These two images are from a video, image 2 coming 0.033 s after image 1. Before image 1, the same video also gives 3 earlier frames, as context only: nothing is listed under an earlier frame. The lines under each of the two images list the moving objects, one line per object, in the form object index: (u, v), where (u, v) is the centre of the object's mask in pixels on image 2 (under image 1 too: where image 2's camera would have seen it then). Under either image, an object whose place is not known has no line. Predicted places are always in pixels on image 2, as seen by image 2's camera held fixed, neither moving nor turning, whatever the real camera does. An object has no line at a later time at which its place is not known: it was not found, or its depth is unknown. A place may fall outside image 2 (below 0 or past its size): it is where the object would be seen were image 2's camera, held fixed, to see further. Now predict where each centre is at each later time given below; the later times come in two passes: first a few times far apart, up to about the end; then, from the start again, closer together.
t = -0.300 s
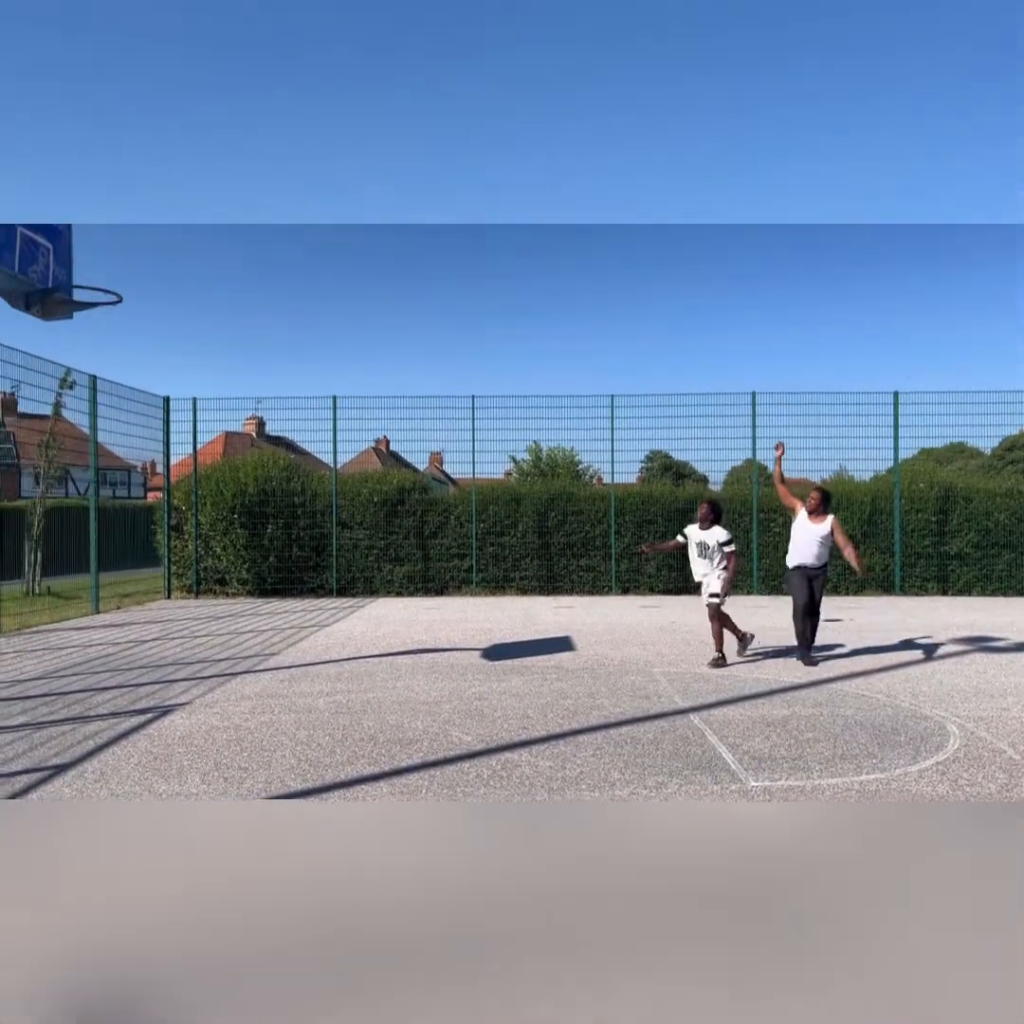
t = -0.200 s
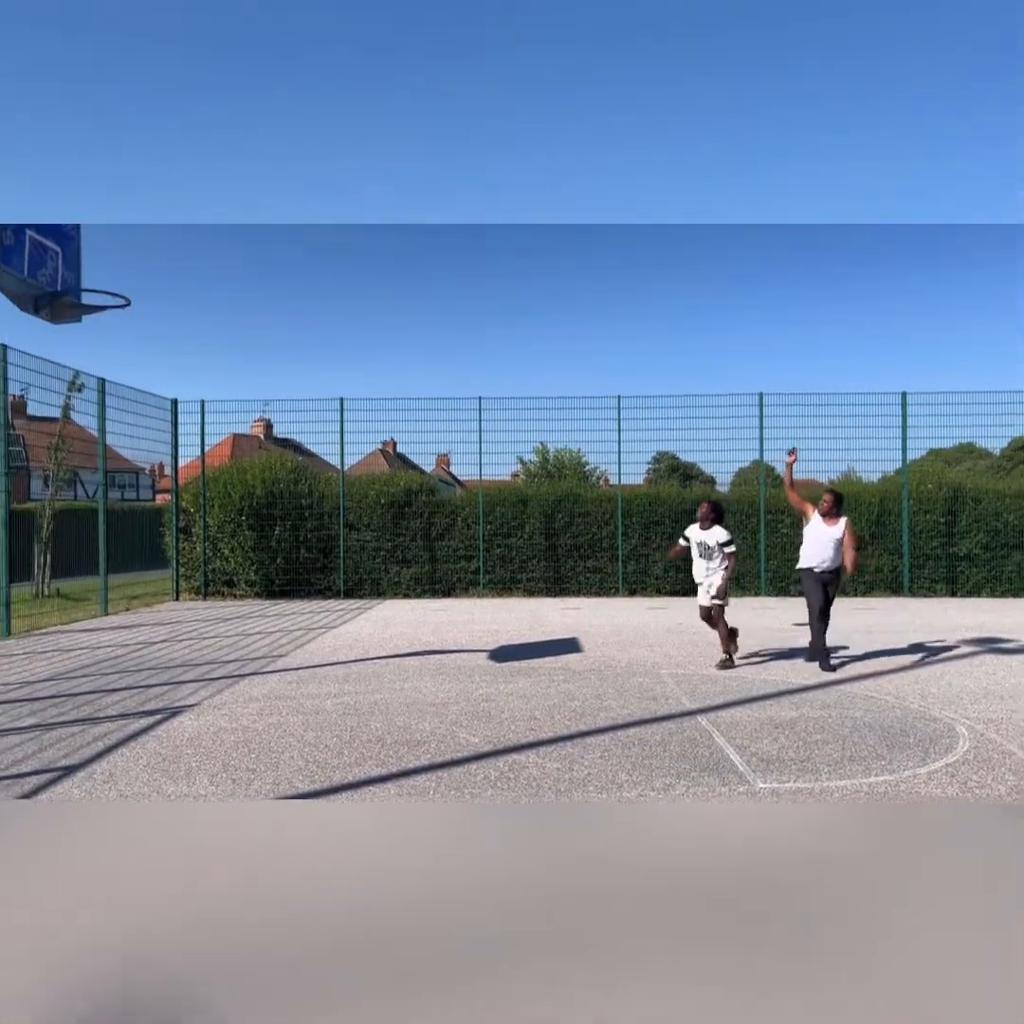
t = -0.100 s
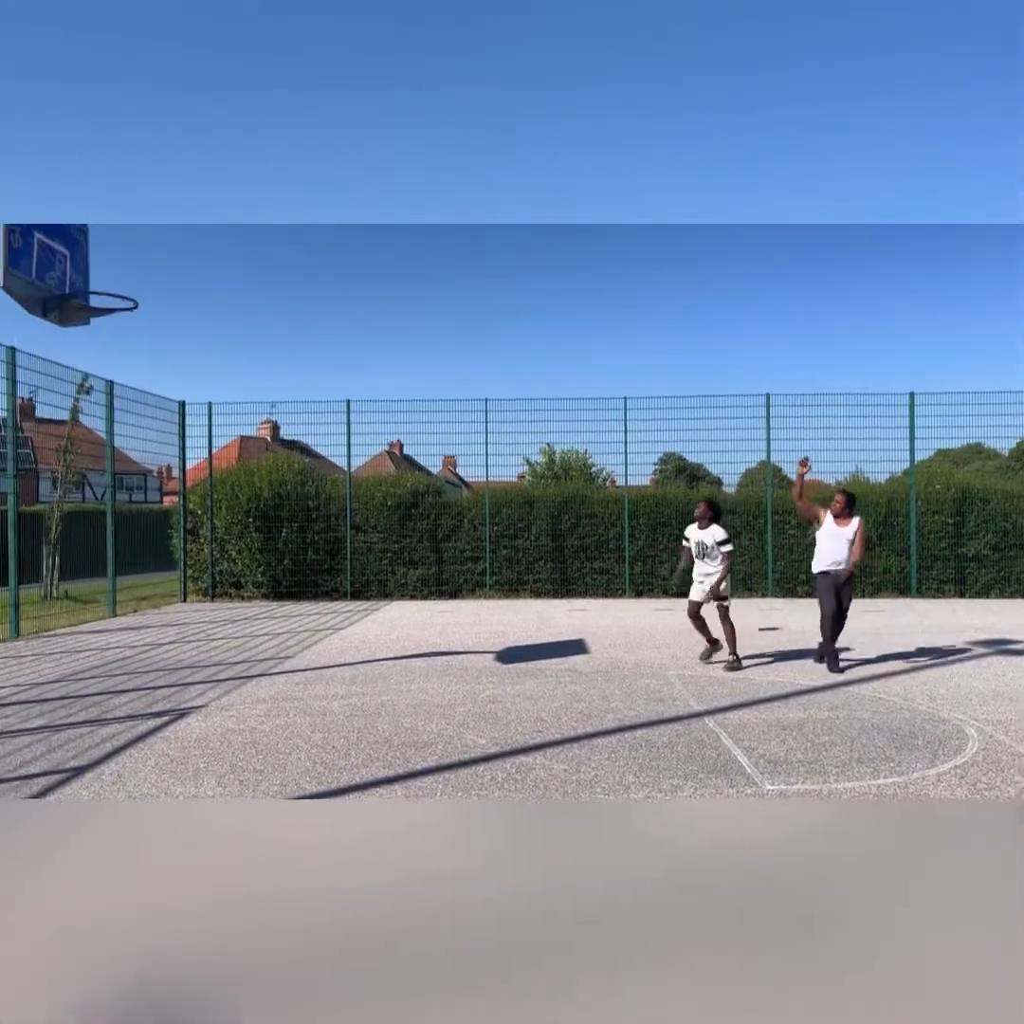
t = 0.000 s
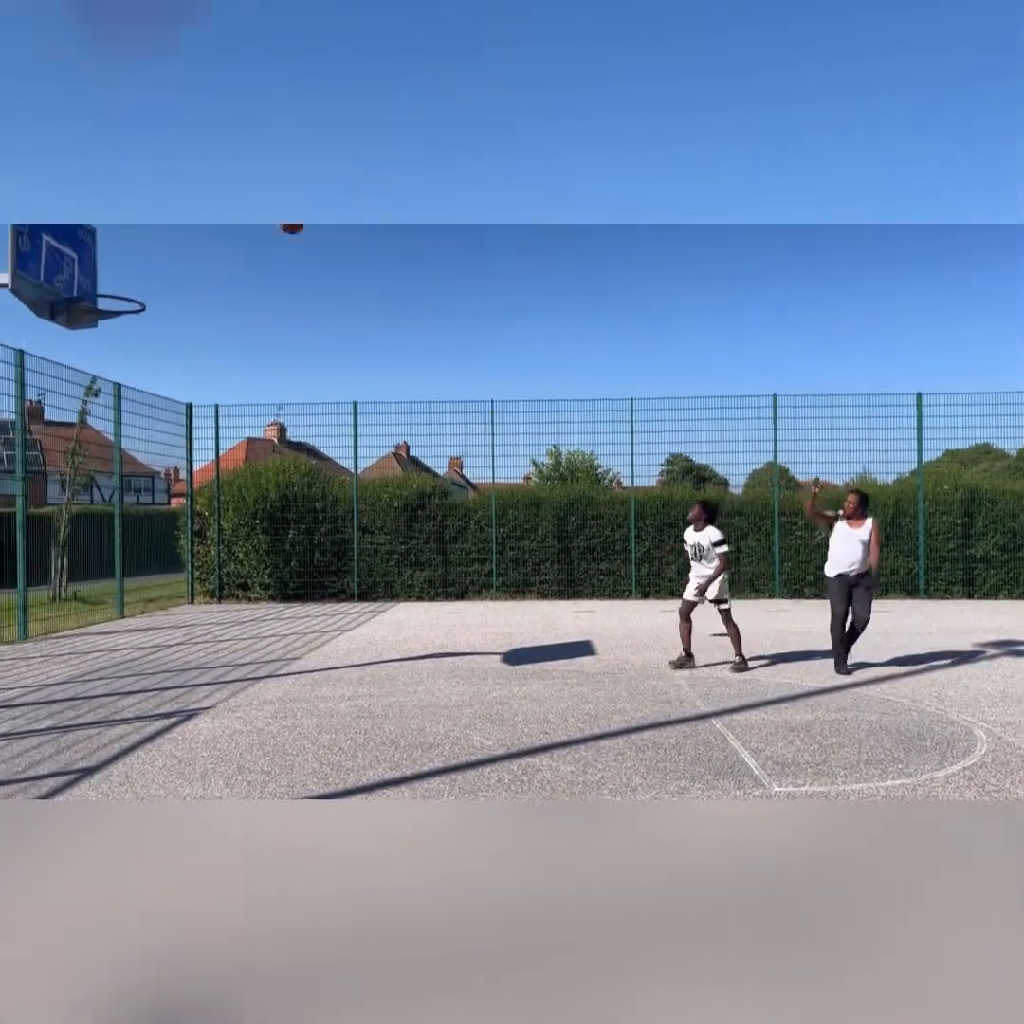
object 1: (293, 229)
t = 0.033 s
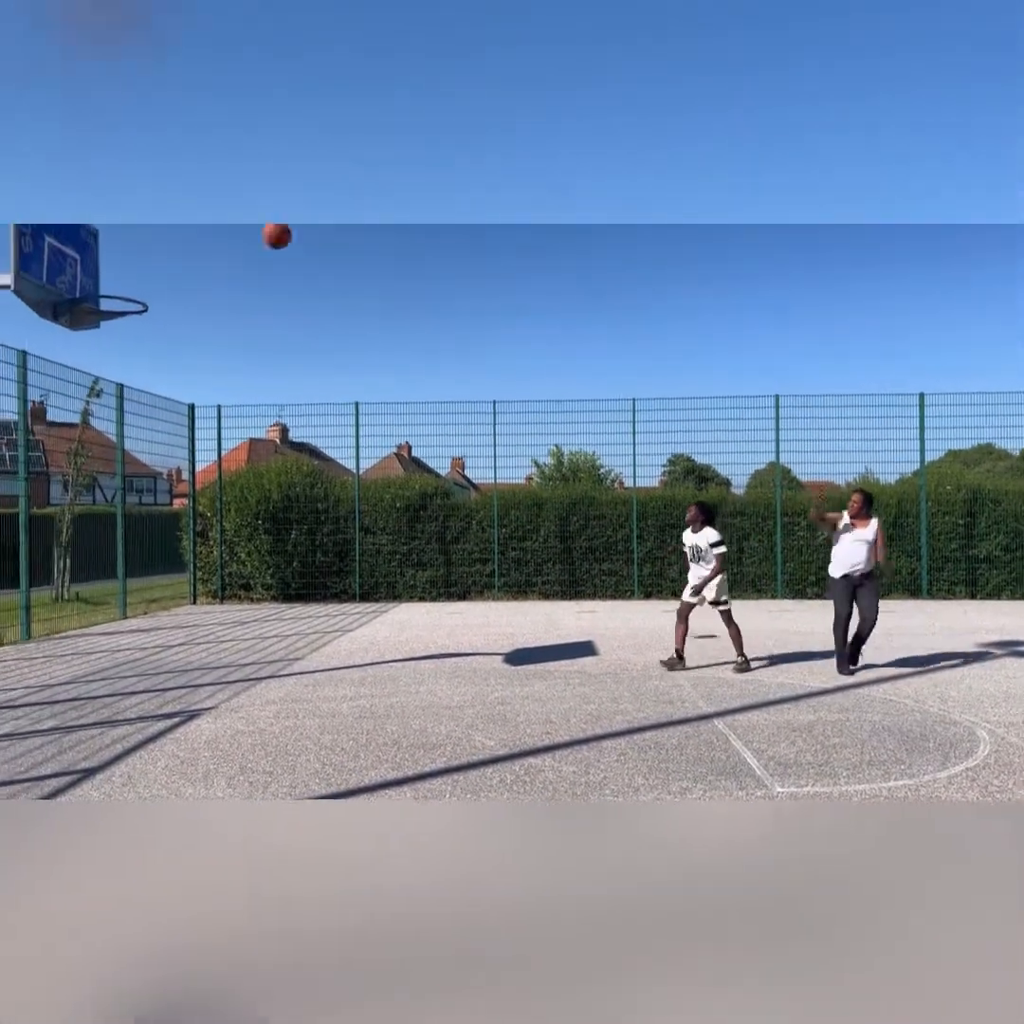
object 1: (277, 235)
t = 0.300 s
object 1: (140, 400)
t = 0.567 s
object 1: (-16, 666)
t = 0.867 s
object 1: (-36, 515)
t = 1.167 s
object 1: (-10, 440)
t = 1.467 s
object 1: (17, 472)
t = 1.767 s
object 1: (45, 596)
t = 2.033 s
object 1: (38, 605)
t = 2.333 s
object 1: (1, 526)
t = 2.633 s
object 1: (-34, 543)
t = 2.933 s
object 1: (-60, 655)
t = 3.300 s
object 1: (-94, 569)
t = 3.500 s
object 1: (-98, 564)
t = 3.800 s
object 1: (-102, 634)
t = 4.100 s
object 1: (-111, 606)
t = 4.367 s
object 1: (-115, 590)
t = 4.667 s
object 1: (-120, 659)
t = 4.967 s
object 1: (-101, 627)
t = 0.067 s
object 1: (260, 250)
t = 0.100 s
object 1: (243, 267)
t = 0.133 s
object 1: (227, 285)
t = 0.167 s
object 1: (210, 306)
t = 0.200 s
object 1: (192, 328)
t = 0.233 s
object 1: (175, 350)
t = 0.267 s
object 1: (157, 374)
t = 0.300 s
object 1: (140, 400)
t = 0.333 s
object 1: (121, 427)
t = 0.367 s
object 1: (101, 457)
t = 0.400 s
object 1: (83, 487)
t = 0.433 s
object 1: (64, 520)
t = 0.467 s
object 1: (44, 553)
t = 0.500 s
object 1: (26, 588)
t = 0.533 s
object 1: (5, 627)
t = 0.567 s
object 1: (-16, 666)
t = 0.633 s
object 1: (-31, 669)
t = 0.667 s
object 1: (-35, 639)
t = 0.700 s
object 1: (-38, 610)
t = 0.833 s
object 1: (-39, 530)
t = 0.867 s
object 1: (-36, 515)
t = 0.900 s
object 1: (-35, 500)
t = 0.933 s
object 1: (-33, 487)
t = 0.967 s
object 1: (-31, 476)
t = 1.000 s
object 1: (-27, 465)
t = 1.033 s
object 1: (-23, 460)
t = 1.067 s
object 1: (-19, 452)
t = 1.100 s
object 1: (-16, 446)
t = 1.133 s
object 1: (-12, 444)
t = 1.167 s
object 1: (-10, 440)
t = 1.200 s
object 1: (-7, 439)
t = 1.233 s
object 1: (-6, 439)
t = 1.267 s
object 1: (1, 440)
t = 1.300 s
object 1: (3, 442)
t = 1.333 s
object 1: (5, 446)
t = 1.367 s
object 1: (9, 450)
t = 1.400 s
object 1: (12, 457)
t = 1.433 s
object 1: (14, 464)
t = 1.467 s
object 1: (17, 472)
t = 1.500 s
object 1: (19, 481)
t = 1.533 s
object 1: (22, 492)
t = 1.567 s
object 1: (28, 504)
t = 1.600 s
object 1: (31, 517)
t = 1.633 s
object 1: (32, 529)
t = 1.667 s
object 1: (34, 545)
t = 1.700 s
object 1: (37, 560)
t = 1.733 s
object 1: (42, 578)
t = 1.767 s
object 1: (45, 596)
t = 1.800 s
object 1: (49, 615)
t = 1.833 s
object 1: (51, 635)
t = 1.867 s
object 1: (54, 656)
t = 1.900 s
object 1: (56, 670)
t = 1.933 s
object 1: (52, 652)
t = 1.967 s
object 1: (48, 636)
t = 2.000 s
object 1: (44, 620)
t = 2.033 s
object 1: (38, 605)
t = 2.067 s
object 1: (36, 591)
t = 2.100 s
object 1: (31, 578)
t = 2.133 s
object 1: (25, 568)
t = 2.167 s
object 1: (20, 558)
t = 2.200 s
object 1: (17, 550)
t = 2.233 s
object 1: (15, 541)
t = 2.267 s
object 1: (10, 536)
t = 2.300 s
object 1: (6, 531)
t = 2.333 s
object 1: (1, 526)
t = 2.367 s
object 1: (-2, 524)
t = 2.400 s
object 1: (-5, 522)
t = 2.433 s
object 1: (-10, 522)
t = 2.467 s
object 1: (-15, 522)
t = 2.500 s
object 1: (-17, 523)
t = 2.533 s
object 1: (-23, 526)
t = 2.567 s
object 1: (-28, 531)
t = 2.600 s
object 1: (-31, 537)
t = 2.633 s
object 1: (-34, 543)
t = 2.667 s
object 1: (-40, 550)
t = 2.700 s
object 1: (-42, 559)
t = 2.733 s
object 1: (-46, 569)
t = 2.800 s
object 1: (-53, 593)
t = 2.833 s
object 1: (-53, 607)
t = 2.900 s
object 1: (-58, 638)
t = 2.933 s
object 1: (-60, 655)
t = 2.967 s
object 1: (-62, 672)
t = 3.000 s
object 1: (-62, 658)
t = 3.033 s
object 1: (-63, 642)
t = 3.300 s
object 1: (-94, 569)
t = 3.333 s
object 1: (-94, 566)
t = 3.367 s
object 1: (-96, 563)
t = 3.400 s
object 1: (-97, 562)
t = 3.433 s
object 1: (-97, 562)
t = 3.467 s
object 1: (-97, 562)
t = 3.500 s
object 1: (-98, 564)
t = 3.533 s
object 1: (-98, 567)
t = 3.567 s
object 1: (-99, 571)
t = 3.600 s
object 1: (-99, 577)
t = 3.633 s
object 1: (-100, 584)
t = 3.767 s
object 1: (-102, 620)
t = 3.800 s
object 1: (-102, 634)
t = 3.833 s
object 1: (-103, 646)
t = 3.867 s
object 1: (-104, 660)
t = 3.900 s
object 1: (-105, 666)
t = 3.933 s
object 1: (-106, 653)
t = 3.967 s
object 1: (-107, 640)
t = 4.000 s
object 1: (-108, 630)
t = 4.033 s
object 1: (-109, 621)
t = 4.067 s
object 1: (-110, 613)
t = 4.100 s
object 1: (-111, 606)
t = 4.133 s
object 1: (-112, 600)
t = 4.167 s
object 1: (-112, 595)
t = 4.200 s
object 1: (-112, 591)
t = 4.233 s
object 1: (-113, 589)
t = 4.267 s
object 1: (-114, 588)
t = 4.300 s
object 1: (-115, 588)
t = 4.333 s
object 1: (-116, 588)
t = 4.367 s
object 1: (-115, 590)
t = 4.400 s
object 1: (-115, 593)
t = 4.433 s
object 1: (-116, 599)
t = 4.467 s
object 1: (-118, 603)
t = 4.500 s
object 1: (-118, 609)
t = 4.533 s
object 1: (-119, 618)
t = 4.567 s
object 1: (-118, 626)
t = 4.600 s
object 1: (-119, 636)
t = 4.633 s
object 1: (-118, 647)
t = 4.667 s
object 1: (-120, 659)
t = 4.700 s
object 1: (-120, 661)
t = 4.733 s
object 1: (-121, 650)
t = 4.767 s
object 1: (-122, 641)
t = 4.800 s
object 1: (-120, 634)
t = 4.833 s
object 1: (-115, 630)
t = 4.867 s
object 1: (-111, 628)
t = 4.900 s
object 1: (-108, 627)
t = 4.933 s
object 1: (-105, 627)
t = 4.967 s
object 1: (-101, 627)
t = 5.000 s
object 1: (-99, 629)
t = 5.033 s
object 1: (-96, 632)
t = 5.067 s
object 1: (-92, 634)
